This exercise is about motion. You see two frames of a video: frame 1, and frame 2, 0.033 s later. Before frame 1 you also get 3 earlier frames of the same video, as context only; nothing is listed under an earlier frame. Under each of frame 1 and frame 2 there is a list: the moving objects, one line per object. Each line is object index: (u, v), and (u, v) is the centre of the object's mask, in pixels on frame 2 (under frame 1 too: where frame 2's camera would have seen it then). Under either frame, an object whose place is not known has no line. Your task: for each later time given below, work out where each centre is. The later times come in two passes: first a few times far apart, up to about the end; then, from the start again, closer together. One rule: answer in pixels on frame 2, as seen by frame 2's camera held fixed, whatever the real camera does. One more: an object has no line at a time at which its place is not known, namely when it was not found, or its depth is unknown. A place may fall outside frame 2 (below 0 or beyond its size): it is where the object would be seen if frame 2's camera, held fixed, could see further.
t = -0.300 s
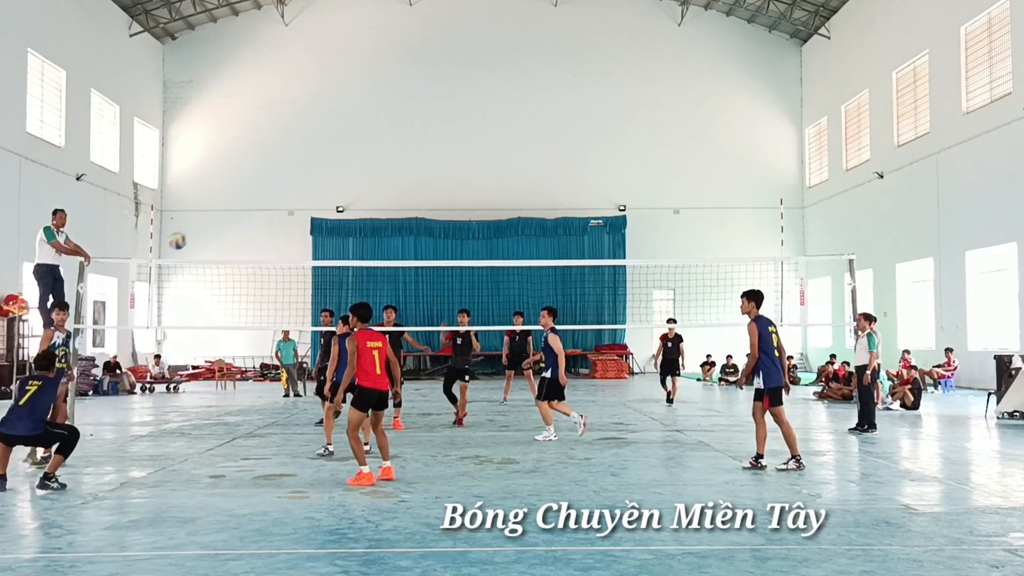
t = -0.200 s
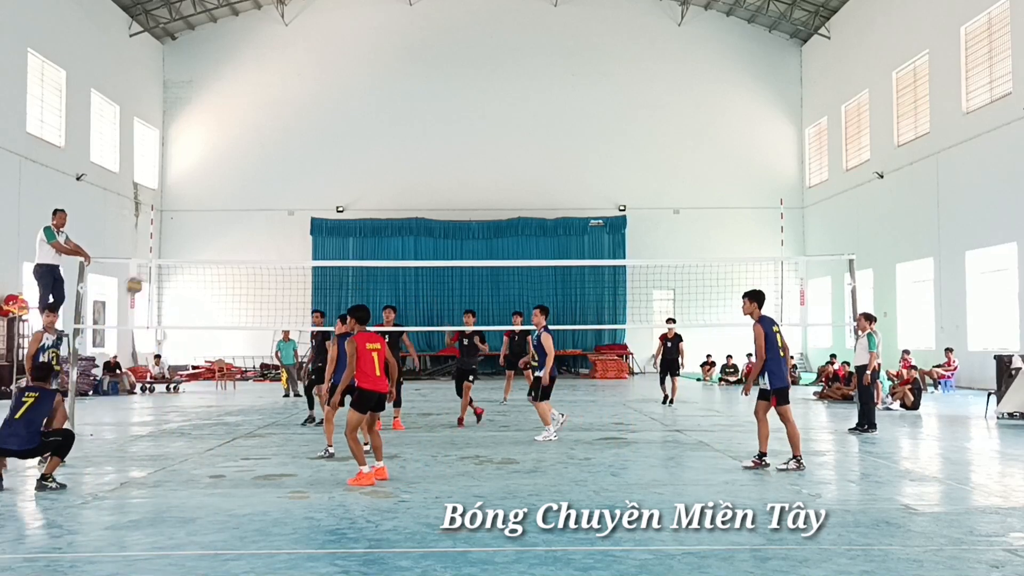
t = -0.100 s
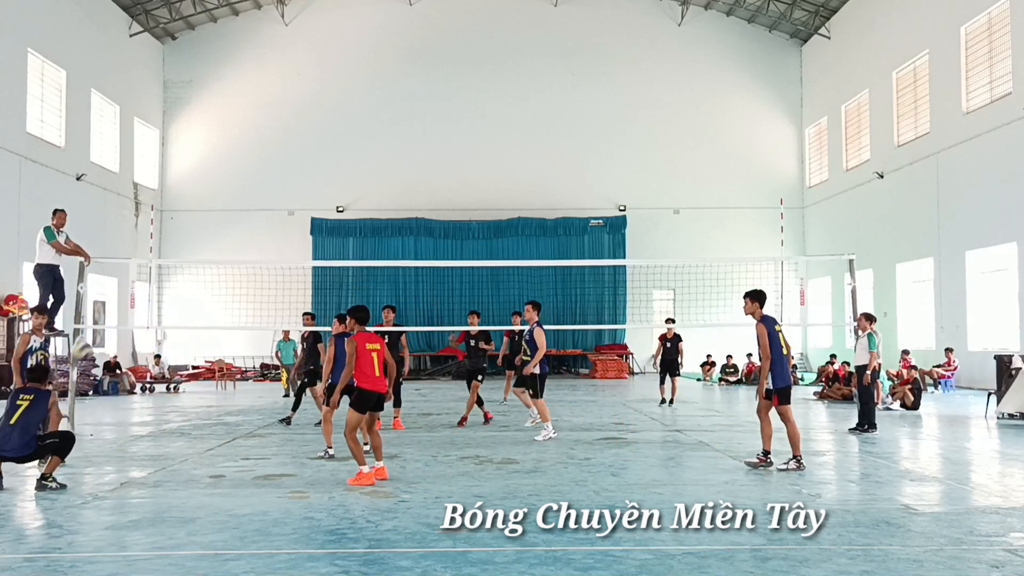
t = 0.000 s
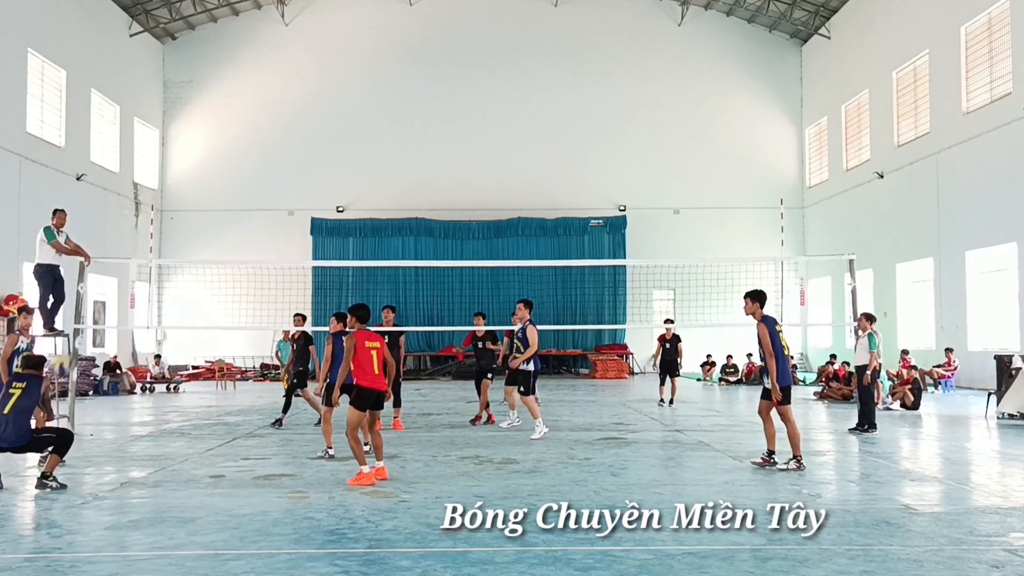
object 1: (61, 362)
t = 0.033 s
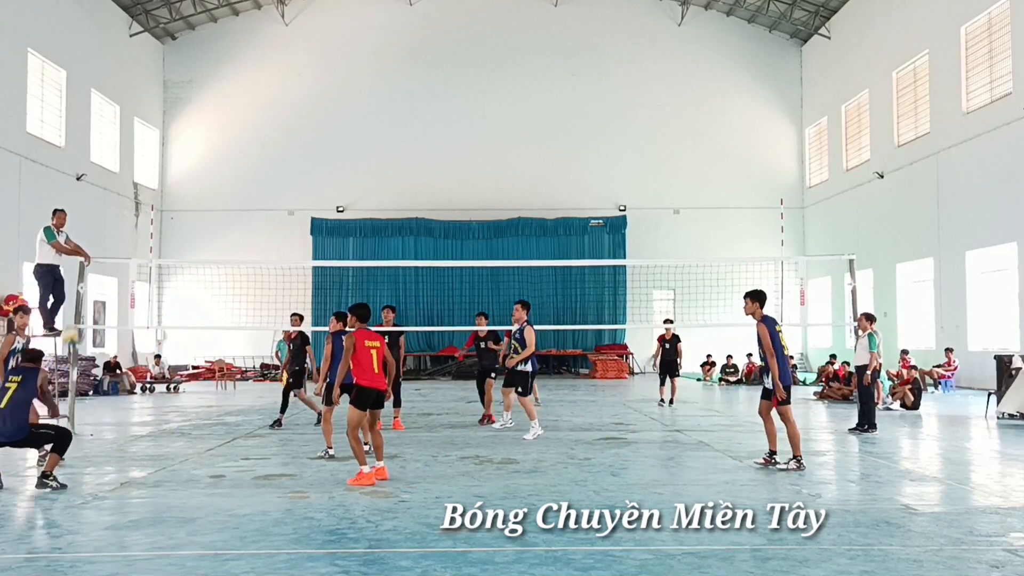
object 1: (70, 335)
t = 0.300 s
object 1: (152, 160)
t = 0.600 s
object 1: (226, 63)
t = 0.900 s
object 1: (288, 49)
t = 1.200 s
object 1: (345, 110)
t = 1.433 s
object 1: (384, 200)
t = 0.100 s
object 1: (95, 281)
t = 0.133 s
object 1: (106, 258)
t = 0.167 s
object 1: (115, 235)
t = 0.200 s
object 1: (125, 214)
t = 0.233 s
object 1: (135, 195)
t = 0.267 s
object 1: (142, 177)
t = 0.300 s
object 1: (152, 160)
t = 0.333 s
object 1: (161, 145)
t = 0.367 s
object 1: (170, 130)
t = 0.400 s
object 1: (178, 117)
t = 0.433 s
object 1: (187, 105)
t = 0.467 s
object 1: (195, 95)
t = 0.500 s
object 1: (203, 85)
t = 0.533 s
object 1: (209, 73)
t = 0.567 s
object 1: (218, 68)
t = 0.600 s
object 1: (226, 63)
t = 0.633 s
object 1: (234, 58)
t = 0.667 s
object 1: (241, 54)
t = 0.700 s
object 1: (248, 51)
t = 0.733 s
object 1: (255, 49)
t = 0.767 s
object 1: (263, 47)
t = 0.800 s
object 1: (269, 47)
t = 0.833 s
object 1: (276, 48)
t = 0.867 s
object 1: (282, 45)
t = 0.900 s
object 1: (288, 49)
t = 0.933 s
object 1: (295, 54)
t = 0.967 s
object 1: (302, 58)
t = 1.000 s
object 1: (308, 64)
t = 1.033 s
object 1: (315, 70)
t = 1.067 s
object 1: (321, 76)
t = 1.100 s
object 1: (327, 84)
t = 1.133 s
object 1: (333, 92)
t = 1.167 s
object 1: (339, 101)
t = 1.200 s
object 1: (345, 110)
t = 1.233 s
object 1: (350, 119)
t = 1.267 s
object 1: (356, 132)
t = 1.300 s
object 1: (362, 145)
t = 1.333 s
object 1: (367, 157)
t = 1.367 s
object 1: (372, 171)
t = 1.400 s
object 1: (378, 185)
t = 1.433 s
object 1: (384, 200)
